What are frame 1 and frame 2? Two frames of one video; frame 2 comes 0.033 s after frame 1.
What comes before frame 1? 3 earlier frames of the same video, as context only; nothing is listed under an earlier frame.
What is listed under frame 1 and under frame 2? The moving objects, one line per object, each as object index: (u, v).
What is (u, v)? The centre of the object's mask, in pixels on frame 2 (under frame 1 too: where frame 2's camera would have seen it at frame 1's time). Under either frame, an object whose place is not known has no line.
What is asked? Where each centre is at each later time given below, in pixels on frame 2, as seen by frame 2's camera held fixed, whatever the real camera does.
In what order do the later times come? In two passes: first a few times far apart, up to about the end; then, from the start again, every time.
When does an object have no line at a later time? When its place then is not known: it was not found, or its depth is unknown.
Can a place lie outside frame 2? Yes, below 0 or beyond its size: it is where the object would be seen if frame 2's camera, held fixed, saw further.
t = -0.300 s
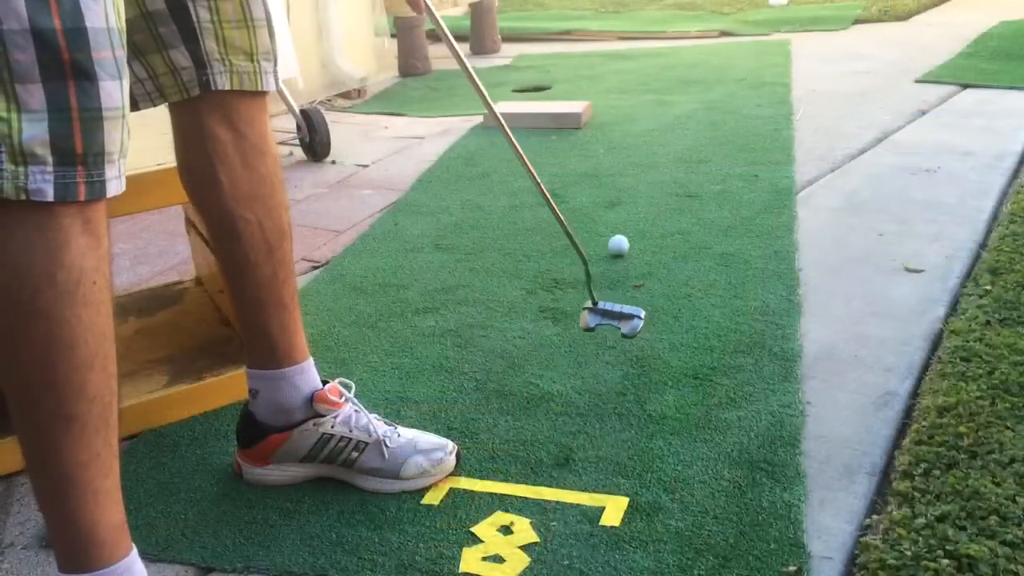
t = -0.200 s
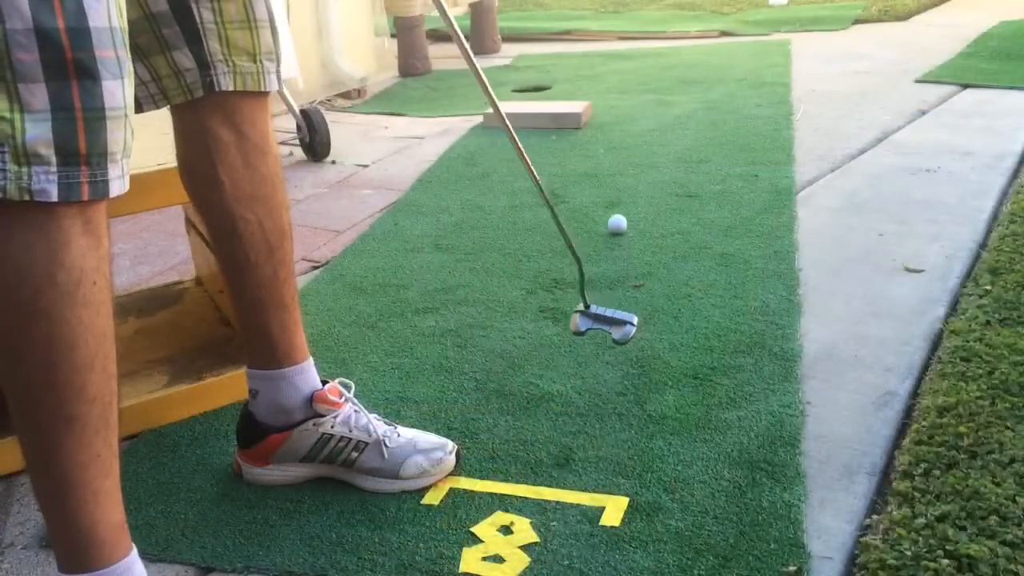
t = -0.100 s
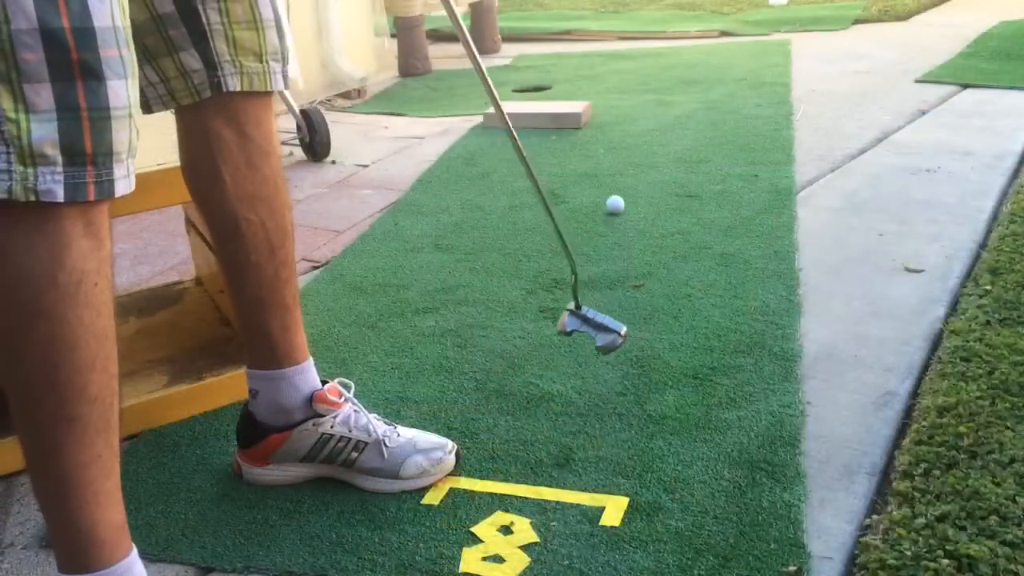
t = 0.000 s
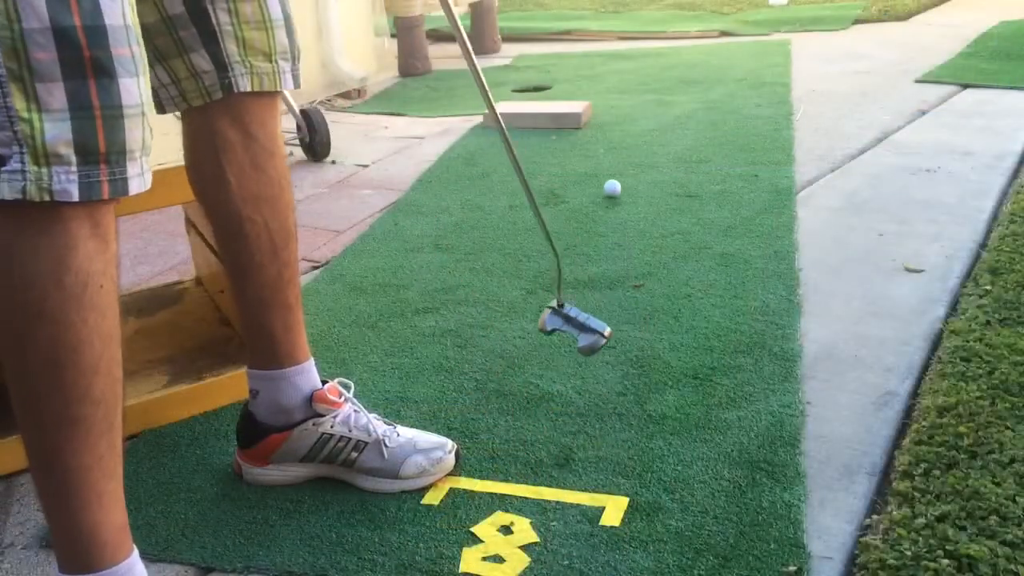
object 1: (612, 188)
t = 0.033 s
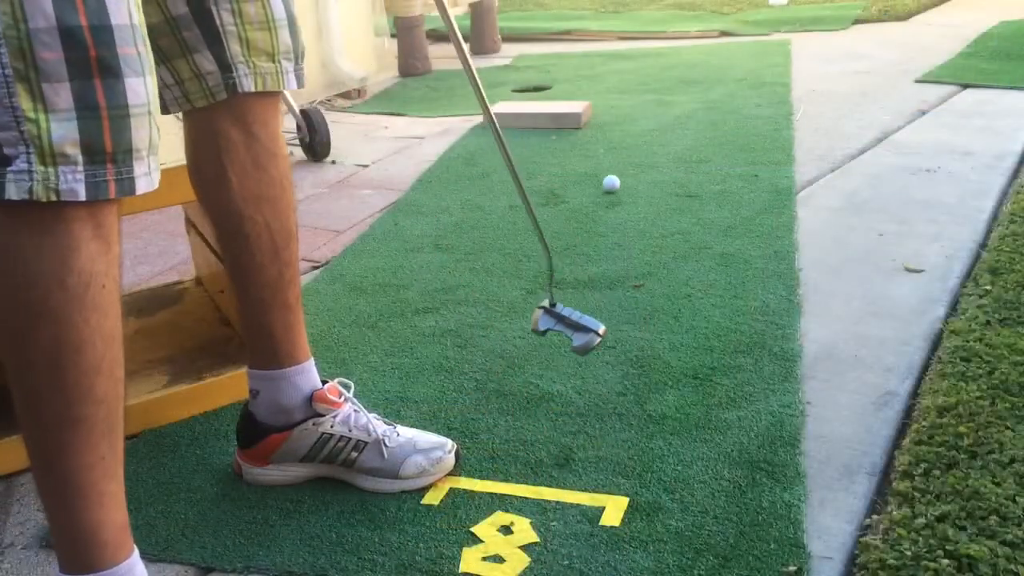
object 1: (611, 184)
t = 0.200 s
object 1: (608, 163)
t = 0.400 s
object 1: (602, 143)
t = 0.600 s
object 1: (596, 128)
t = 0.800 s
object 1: (594, 115)
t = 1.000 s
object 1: (603, 109)
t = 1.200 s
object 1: (609, 104)
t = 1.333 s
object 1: (613, 100)
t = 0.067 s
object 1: (610, 179)
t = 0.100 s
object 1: (609, 174)
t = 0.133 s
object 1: (609, 170)
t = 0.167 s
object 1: (608, 166)
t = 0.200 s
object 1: (608, 163)
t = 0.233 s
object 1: (606, 159)
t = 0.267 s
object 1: (605, 156)
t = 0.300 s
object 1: (605, 152)
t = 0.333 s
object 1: (604, 149)
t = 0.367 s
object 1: (604, 145)
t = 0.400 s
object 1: (602, 143)
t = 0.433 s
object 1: (602, 140)
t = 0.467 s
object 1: (601, 138)
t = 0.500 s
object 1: (600, 135)
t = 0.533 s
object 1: (598, 133)
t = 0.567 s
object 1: (597, 130)
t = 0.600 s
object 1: (596, 128)
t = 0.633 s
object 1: (595, 126)
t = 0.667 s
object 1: (595, 123)
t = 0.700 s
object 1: (594, 121)
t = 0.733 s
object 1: (594, 119)
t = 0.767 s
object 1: (594, 117)
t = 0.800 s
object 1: (594, 115)
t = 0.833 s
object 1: (595, 114)
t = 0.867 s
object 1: (597, 113)
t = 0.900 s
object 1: (599, 112)
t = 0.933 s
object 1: (600, 110)
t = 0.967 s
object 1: (602, 110)
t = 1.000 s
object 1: (603, 109)
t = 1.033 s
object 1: (605, 108)
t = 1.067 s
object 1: (606, 107)
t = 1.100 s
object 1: (607, 106)
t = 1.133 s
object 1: (608, 105)
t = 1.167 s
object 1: (608, 104)
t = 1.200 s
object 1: (609, 104)
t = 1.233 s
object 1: (610, 102)
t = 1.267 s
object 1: (611, 102)
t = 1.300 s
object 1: (612, 101)
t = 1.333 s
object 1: (613, 100)
